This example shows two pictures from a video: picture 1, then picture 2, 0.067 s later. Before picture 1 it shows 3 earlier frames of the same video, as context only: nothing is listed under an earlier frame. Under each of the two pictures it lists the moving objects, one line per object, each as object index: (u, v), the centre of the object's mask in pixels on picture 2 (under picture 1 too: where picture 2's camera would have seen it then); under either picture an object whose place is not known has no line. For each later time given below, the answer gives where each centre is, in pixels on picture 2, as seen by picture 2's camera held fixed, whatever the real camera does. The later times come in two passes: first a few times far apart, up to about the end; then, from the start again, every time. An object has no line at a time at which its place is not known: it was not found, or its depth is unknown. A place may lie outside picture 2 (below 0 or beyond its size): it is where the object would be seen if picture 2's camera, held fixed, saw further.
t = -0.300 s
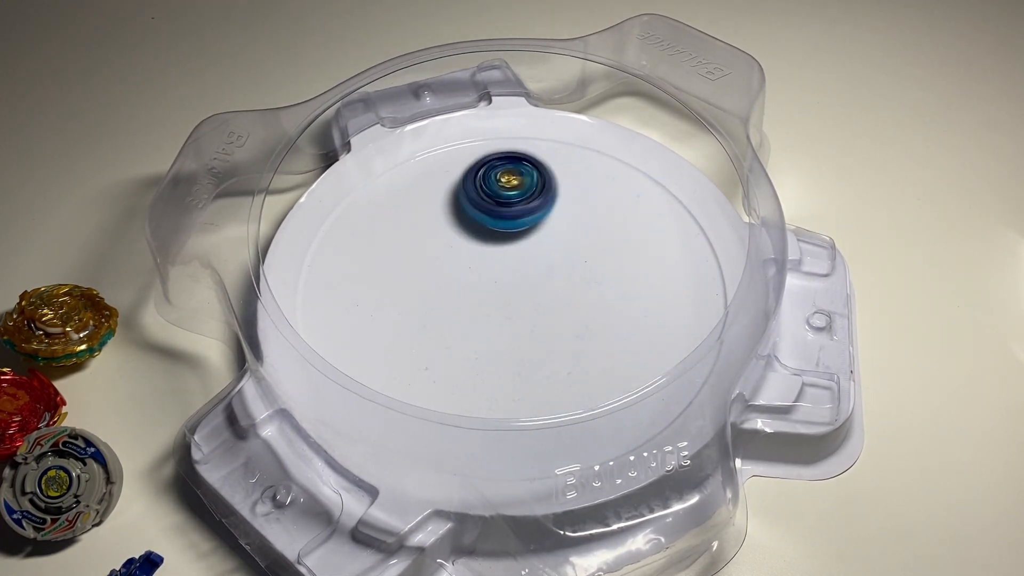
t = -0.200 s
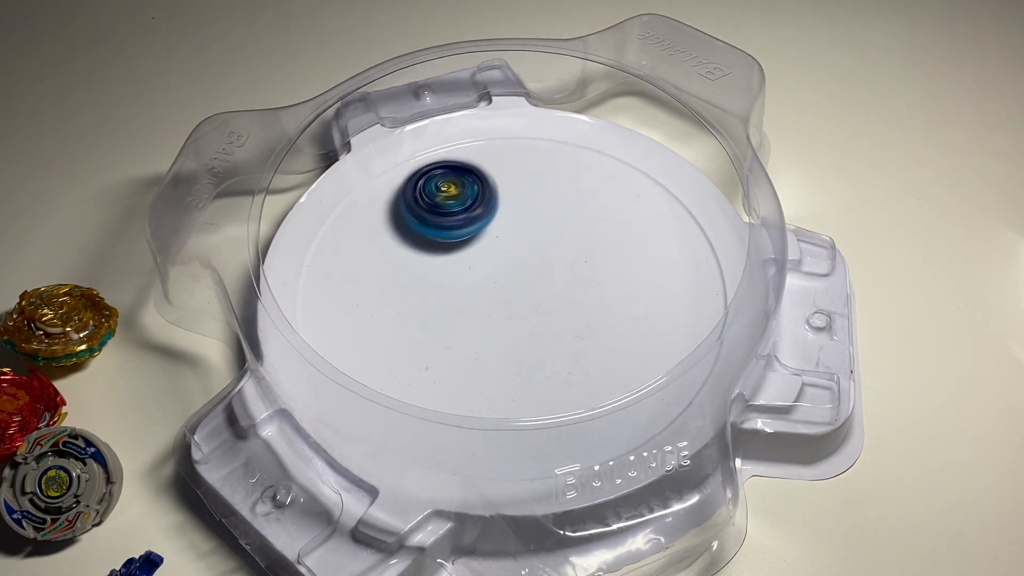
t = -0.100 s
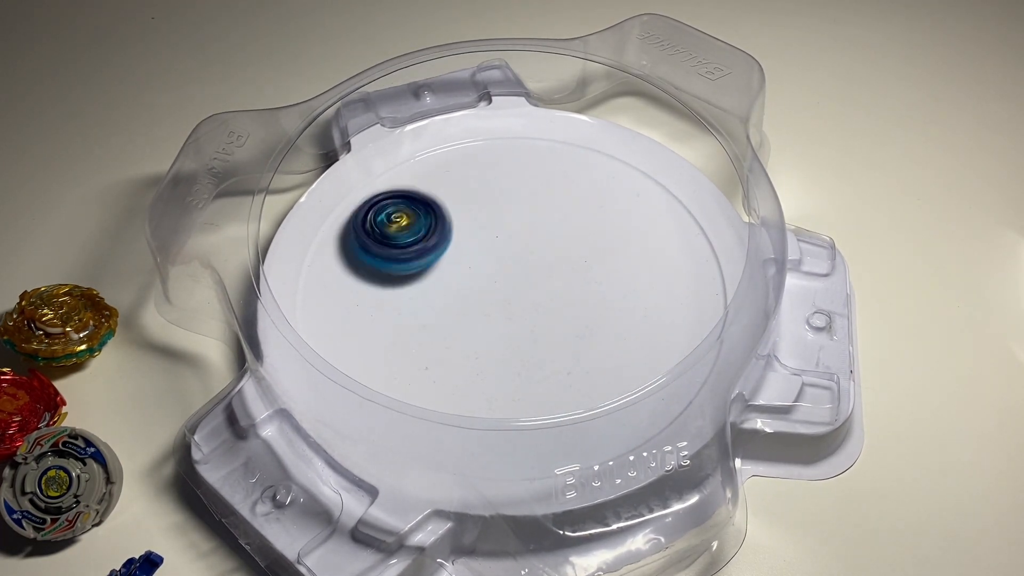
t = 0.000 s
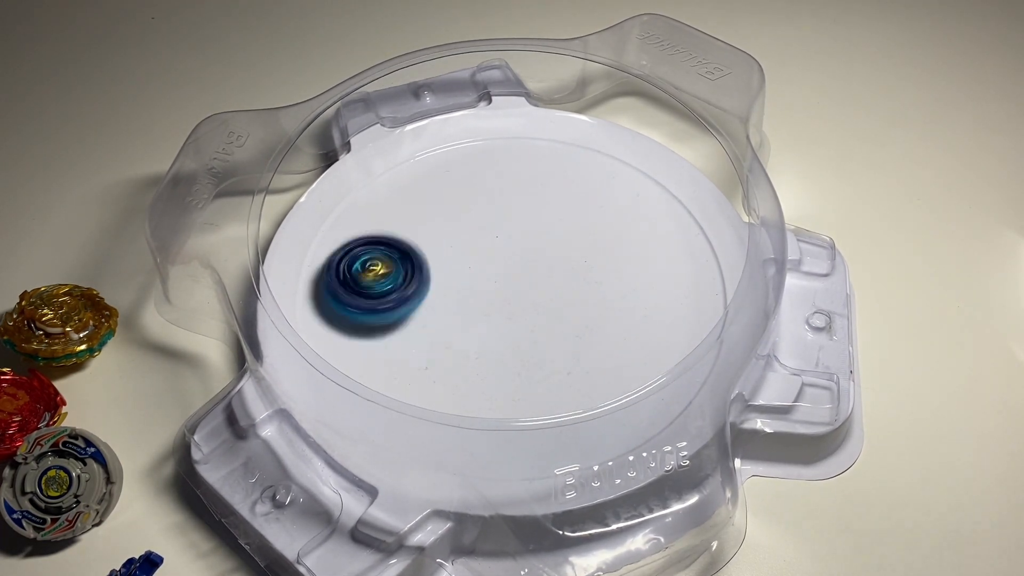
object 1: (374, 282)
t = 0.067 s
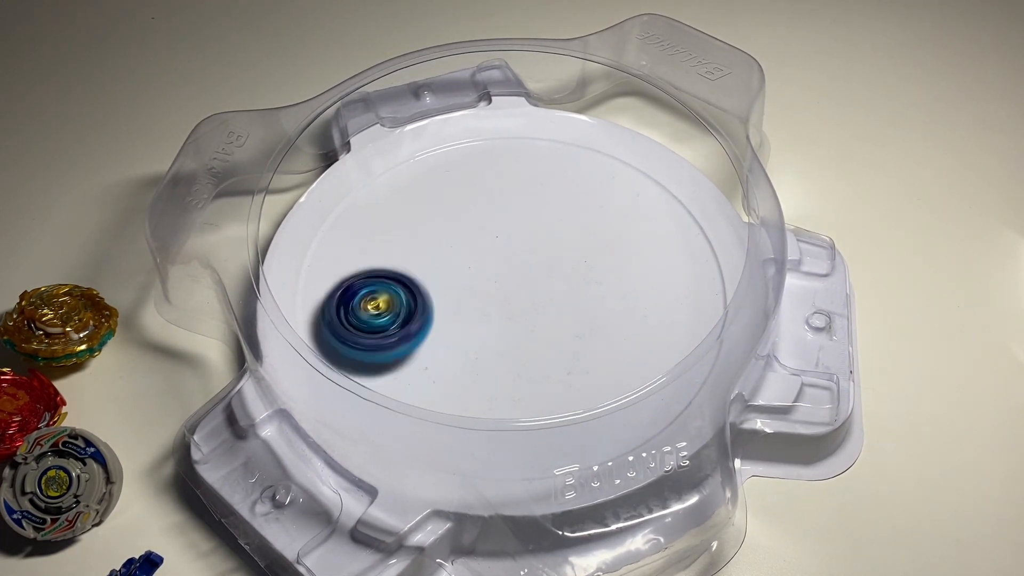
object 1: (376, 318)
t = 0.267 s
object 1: (473, 388)
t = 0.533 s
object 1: (616, 310)
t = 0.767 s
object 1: (582, 206)
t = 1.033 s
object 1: (440, 197)
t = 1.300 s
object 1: (401, 325)
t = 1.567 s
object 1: (551, 369)
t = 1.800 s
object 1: (636, 286)
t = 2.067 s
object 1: (556, 195)
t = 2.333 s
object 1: (418, 242)
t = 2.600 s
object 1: (434, 362)
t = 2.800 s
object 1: (544, 372)
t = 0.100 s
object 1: (383, 336)
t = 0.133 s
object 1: (394, 351)
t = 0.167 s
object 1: (410, 364)
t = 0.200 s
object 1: (431, 373)
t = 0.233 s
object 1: (451, 383)
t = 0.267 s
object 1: (473, 388)
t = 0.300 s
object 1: (497, 387)
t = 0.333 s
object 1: (521, 383)
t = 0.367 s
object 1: (543, 375)
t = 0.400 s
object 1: (562, 366)
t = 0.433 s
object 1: (581, 355)
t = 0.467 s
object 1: (596, 342)
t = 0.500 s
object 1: (608, 326)
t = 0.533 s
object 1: (616, 310)
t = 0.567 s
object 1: (620, 293)
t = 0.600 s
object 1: (620, 277)
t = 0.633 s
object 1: (617, 261)
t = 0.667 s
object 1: (611, 247)
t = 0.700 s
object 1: (603, 232)
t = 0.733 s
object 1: (594, 218)
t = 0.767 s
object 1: (582, 206)
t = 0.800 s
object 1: (568, 196)
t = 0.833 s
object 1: (552, 188)
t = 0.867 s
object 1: (534, 183)
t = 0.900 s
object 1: (514, 181)
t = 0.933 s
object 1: (495, 181)
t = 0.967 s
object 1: (476, 184)
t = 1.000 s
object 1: (458, 189)
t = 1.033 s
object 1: (440, 197)
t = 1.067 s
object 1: (425, 207)
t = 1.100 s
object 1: (411, 220)
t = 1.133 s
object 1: (401, 236)
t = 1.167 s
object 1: (393, 252)
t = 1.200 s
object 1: (389, 270)
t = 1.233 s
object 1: (389, 289)
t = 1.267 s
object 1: (393, 307)
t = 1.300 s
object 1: (401, 325)
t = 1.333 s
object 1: (413, 341)
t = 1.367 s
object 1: (426, 356)
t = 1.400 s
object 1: (443, 367)
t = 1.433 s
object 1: (465, 374)
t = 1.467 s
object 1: (485, 378)
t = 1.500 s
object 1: (508, 377)
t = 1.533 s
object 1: (530, 373)
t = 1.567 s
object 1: (551, 369)
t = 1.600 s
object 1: (570, 362)
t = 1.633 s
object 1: (589, 353)
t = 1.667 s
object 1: (605, 342)
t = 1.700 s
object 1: (618, 330)
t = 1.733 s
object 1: (628, 316)
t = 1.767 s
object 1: (634, 301)
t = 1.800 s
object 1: (636, 286)
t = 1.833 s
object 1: (634, 271)
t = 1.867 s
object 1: (630, 257)
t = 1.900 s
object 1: (623, 244)
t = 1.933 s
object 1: (614, 231)
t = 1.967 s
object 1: (603, 219)
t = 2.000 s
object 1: (589, 209)
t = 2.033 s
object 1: (574, 200)
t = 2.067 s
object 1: (556, 195)
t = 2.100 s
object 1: (537, 192)
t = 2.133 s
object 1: (517, 191)
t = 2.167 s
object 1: (498, 194)
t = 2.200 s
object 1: (478, 198)
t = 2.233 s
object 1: (460, 206)
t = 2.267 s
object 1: (444, 216)
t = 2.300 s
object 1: (430, 228)
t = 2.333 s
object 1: (418, 242)
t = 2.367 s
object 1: (410, 257)
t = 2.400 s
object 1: (403, 273)
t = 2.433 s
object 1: (400, 290)
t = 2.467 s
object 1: (401, 306)
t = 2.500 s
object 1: (404, 322)
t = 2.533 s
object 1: (412, 337)
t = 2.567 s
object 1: (419, 352)
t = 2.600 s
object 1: (434, 362)
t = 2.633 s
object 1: (450, 371)
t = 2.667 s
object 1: (467, 379)
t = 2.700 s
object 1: (486, 381)
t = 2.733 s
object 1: (505, 381)
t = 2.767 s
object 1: (526, 377)
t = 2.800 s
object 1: (544, 372)
